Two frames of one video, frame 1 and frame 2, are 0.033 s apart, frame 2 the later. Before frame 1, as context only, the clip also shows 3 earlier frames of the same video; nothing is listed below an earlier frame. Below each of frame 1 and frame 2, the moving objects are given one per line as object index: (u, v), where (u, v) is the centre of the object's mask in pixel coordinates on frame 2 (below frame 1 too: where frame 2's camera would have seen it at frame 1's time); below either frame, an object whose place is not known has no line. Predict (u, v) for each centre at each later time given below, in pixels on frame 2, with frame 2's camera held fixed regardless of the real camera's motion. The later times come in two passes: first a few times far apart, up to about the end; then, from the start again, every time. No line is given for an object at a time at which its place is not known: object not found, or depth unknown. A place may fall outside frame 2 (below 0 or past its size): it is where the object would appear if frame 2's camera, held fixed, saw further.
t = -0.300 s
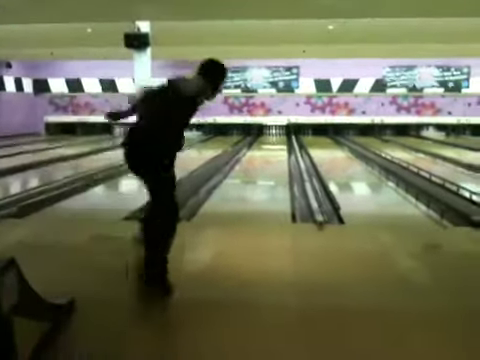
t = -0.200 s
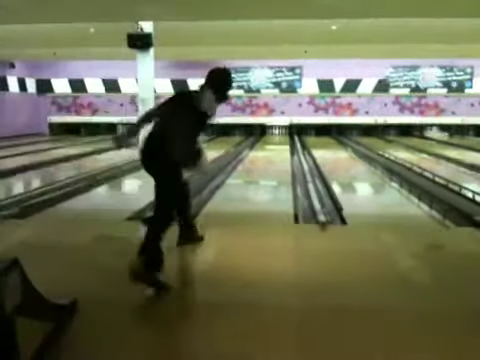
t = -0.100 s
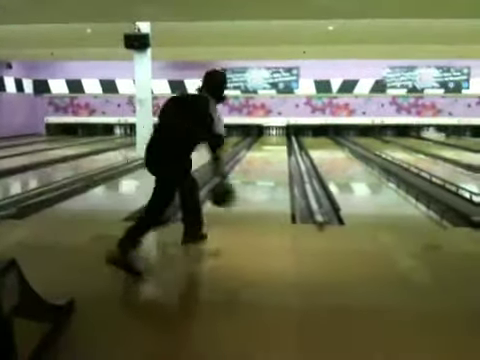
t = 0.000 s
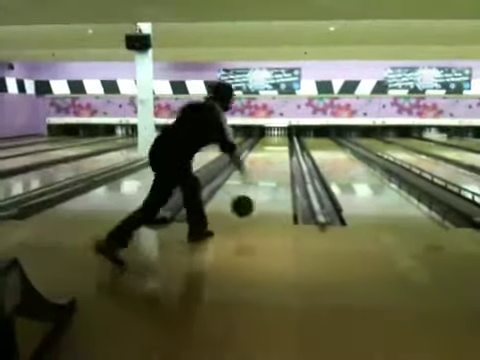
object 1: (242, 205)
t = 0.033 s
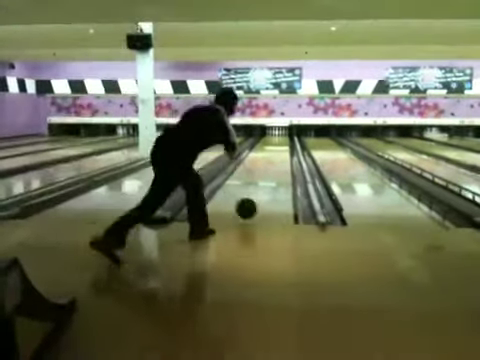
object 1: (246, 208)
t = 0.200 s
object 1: (259, 193)
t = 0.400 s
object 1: (267, 176)
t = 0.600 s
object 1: (274, 166)
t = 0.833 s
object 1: (278, 157)
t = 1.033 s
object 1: (281, 151)
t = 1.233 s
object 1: (282, 148)
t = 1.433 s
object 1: (284, 144)
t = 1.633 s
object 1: (284, 141)
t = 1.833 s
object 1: (284, 138)
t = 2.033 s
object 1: (286, 136)
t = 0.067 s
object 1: (249, 208)
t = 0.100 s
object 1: (252, 203)
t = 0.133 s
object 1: (254, 200)
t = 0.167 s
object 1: (256, 196)
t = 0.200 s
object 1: (259, 193)
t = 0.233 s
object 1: (260, 189)
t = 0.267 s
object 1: (262, 186)
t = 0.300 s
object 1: (264, 183)
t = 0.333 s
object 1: (265, 181)
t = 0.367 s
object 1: (267, 178)
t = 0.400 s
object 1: (267, 176)
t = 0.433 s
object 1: (269, 174)
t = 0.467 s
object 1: (270, 172)
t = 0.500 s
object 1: (271, 171)
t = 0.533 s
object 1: (272, 169)
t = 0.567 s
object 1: (273, 167)
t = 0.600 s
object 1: (274, 166)
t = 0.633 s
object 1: (274, 164)
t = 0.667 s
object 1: (275, 163)
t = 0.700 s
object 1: (276, 161)
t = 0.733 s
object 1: (277, 160)
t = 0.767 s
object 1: (277, 159)
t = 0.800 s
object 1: (278, 158)
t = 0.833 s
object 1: (278, 157)
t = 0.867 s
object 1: (279, 156)
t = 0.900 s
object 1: (279, 155)
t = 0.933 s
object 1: (279, 154)
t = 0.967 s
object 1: (280, 153)
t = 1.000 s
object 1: (280, 152)
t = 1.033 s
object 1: (281, 151)
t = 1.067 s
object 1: (281, 150)
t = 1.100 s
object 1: (282, 149)
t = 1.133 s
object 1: (282, 149)
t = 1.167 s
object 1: (282, 148)
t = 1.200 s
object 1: (282, 148)
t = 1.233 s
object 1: (282, 148)
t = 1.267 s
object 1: (283, 146)
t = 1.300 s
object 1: (283, 146)
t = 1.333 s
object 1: (283, 145)
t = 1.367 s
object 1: (283, 145)
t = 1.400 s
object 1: (284, 144)
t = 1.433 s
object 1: (284, 144)
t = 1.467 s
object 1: (284, 144)
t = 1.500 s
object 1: (283, 143)
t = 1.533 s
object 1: (283, 143)
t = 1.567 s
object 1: (284, 144)
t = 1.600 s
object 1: (284, 143)
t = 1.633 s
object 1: (284, 141)
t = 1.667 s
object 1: (284, 140)
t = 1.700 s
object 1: (283, 140)
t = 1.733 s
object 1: (283, 139)
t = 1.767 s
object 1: (284, 139)
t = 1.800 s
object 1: (283, 139)
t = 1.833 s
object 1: (284, 138)
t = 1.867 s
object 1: (284, 138)
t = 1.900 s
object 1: (284, 138)
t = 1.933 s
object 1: (284, 138)
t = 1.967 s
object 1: (285, 137)
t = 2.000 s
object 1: (286, 136)
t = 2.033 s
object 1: (286, 136)
